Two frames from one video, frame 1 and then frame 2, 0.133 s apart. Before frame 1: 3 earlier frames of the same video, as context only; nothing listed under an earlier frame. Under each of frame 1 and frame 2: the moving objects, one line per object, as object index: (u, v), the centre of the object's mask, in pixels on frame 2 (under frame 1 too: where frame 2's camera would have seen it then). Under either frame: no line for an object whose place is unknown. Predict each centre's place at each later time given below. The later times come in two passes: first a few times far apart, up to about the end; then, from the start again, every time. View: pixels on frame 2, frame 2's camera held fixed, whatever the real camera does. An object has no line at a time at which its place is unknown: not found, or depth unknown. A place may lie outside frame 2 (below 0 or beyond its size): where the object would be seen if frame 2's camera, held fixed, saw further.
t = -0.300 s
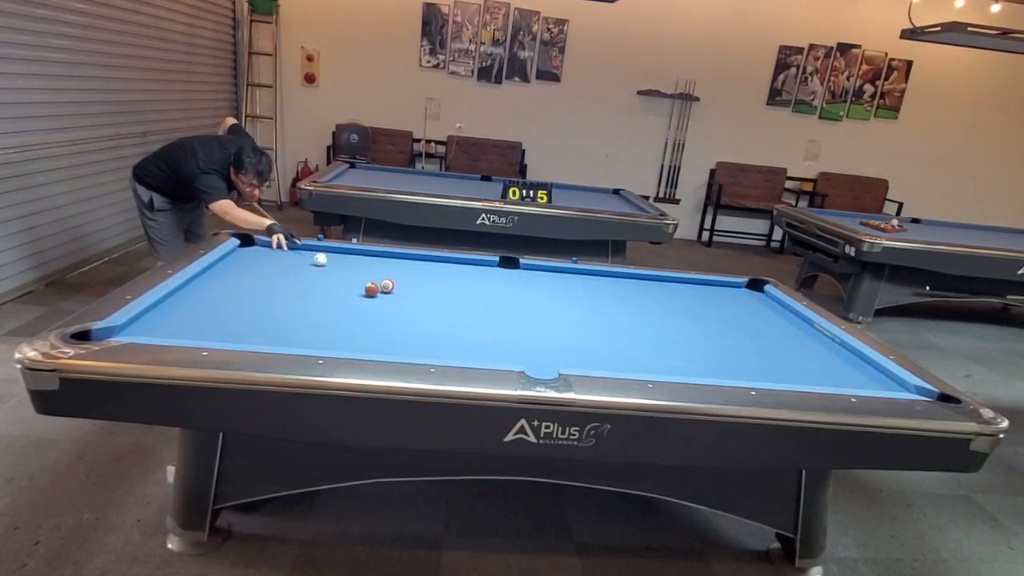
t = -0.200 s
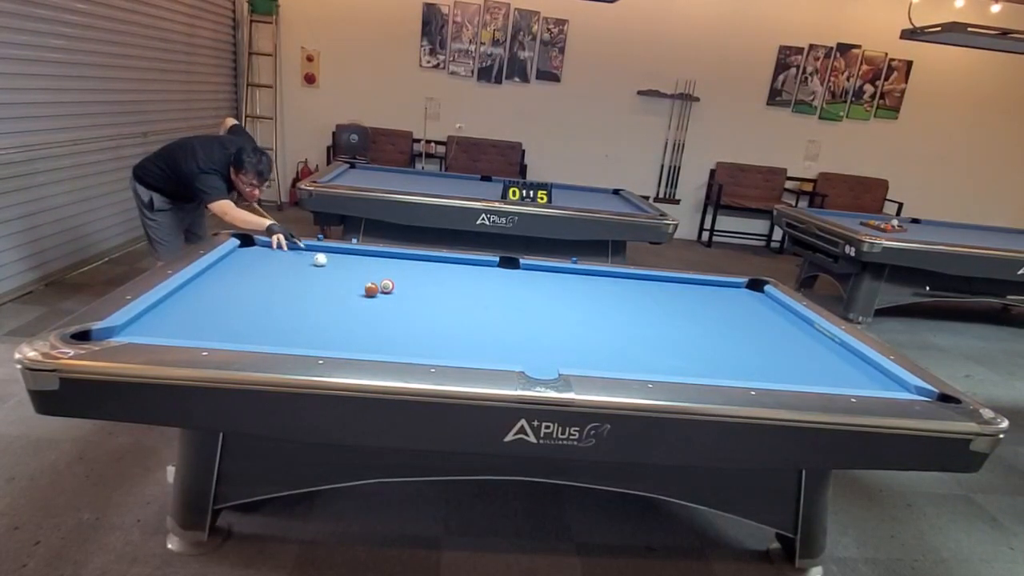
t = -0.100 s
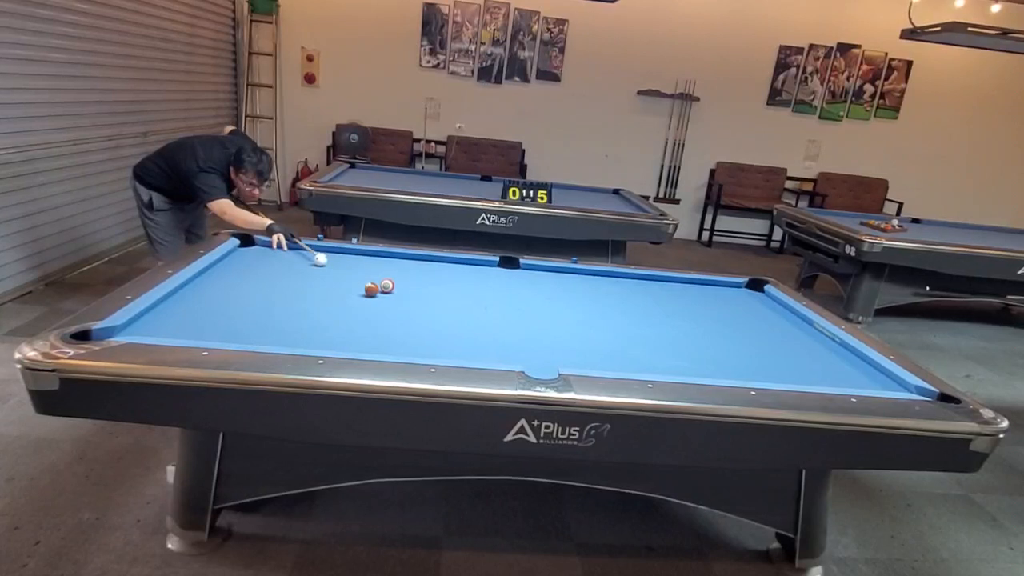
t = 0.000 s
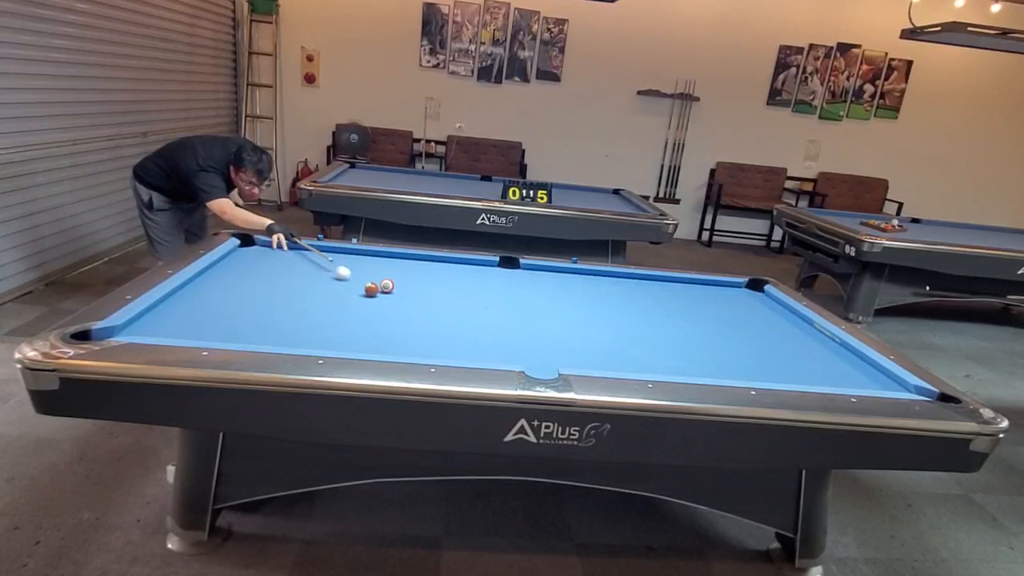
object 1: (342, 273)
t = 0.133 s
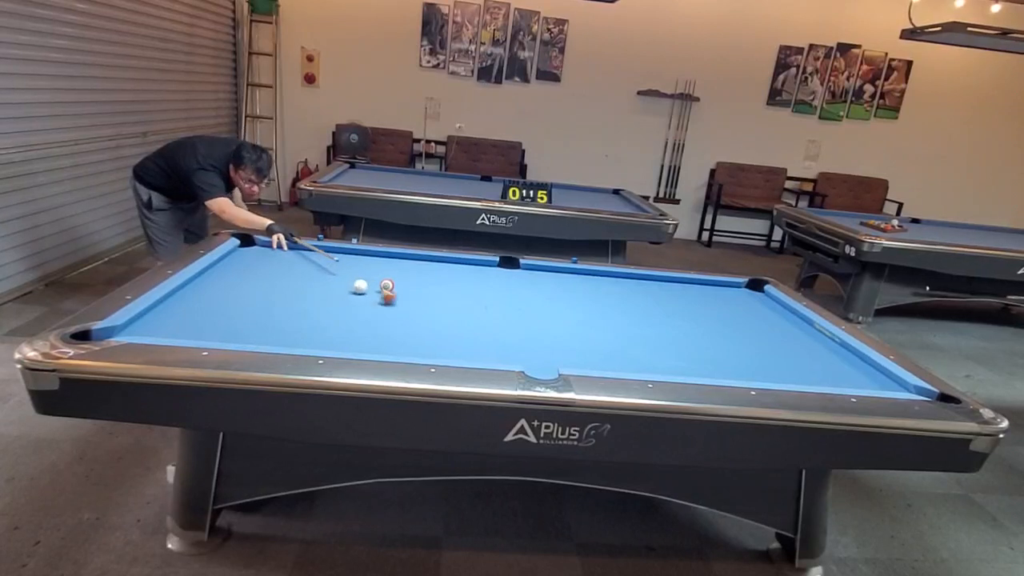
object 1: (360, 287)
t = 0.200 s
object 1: (358, 288)
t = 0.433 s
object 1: (362, 300)
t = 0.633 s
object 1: (367, 311)
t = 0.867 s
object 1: (374, 325)
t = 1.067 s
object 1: (380, 339)
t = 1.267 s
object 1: (388, 349)
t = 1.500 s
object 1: (397, 347)
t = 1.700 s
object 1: (404, 343)
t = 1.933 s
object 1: (411, 337)
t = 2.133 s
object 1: (417, 332)
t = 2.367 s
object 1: (423, 327)
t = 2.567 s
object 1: (429, 324)
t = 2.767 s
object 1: (432, 320)
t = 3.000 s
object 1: (436, 317)
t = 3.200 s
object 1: (440, 315)
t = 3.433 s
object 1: (443, 312)
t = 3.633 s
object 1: (446, 310)
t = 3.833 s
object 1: (448, 309)
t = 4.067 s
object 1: (450, 307)
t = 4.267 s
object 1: (451, 306)
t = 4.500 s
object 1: (452, 305)
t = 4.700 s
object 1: (453, 304)
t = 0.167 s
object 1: (359, 287)
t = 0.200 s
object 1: (358, 288)
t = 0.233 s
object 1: (358, 289)
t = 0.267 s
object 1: (358, 291)
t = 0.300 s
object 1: (359, 292)
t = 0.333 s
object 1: (360, 294)
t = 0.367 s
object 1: (361, 296)
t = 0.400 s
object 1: (361, 298)
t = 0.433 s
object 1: (362, 300)
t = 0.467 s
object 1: (363, 302)
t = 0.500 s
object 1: (363, 304)
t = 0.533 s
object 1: (364, 305)
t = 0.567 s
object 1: (365, 307)
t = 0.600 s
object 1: (366, 309)
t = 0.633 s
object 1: (367, 311)
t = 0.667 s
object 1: (368, 313)
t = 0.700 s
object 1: (369, 315)
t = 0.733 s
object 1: (370, 317)
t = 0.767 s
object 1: (371, 319)
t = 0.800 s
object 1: (371, 321)
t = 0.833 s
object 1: (372, 323)
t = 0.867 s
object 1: (374, 325)
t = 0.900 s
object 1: (375, 328)
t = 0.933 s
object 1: (376, 330)
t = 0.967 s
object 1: (377, 332)
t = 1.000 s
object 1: (378, 334)
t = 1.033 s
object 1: (379, 336)
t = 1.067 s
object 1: (380, 339)
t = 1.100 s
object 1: (381, 341)
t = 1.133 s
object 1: (382, 343)
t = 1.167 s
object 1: (384, 345)
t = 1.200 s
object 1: (385, 346)
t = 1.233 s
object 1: (386, 348)
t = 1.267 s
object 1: (388, 349)
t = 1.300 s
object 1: (389, 350)
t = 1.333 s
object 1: (390, 350)
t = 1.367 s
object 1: (392, 349)
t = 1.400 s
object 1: (393, 349)
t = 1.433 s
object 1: (394, 348)
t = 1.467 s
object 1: (396, 348)
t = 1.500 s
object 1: (397, 347)
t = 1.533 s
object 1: (398, 347)
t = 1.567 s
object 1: (399, 346)
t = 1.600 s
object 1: (400, 346)
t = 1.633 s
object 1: (401, 345)
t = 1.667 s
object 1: (403, 344)
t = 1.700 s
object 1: (404, 343)
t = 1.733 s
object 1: (405, 342)
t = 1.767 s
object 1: (406, 341)
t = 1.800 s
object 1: (407, 340)
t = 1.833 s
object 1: (408, 339)
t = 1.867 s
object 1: (409, 338)
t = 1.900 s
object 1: (410, 338)
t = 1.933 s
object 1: (411, 337)
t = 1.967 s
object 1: (412, 336)
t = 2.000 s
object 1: (413, 335)
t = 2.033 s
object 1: (414, 334)
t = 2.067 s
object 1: (415, 334)
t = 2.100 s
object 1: (416, 333)
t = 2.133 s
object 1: (417, 332)
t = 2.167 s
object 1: (418, 331)
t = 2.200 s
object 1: (419, 331)
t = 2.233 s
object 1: (420, 330)
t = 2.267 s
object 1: (421, 330)
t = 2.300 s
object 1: (422, 329)
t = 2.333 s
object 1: (422, 328)
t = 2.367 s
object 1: (423, 327)
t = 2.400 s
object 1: (424, 327)
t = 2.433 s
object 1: (425, 326)
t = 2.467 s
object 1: (426, 326)
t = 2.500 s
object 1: (427, 325)
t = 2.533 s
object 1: (428, 324)
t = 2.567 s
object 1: (429, 324)
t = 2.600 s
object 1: (429, 323)
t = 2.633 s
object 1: (430, 323)
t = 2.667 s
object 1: (430, 322)
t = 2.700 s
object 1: (431, 322)
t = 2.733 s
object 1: (432, 321)
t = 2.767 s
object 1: (432, 320)
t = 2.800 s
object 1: (433, 320)
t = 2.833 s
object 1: (434, 319)
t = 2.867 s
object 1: (434, 319)
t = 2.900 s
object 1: (435, 319)
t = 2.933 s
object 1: (435, 318)
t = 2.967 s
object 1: (436, 317)
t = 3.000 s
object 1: (436, 317)
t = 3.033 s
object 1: (437, 317)
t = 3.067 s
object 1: (438, 317)
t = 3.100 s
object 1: (439, 316)
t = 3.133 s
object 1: (439, 316)
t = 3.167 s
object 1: (439, 315)
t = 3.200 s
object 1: (440, 315)
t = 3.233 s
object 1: (440, 314)
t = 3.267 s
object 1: (441, 314)
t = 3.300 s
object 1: (441, 314)
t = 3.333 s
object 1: (442, 313)
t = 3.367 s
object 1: (442, 313)
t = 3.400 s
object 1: (443, 312)
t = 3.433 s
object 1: (443, 312)
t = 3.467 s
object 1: (444, 312)
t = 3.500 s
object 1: (444, 311)
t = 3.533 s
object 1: (444, 311)
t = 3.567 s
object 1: (445, 311)
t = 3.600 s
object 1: (445, 311)
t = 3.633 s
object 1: (446, 310)
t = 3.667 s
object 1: (446, 310)
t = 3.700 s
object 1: (446, 310)
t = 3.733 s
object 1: (447, 310)
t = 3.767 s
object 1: (447, 309)
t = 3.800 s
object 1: (448, 309)
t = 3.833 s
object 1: (448, 309)
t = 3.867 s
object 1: (448, 308)
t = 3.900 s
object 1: (449, 308)
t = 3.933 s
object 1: (449, 308)
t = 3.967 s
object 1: (449, 308)
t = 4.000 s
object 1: (449, 308)
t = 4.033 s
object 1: (449, 307)
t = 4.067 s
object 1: (450, 307)
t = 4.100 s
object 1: (450, 307)
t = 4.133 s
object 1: (450, 307)
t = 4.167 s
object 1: (451, 307)
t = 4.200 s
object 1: (451, 306)
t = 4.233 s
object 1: (451, 306)
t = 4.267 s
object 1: (451, 306)
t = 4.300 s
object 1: (451, 306)
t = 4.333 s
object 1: (451, 306)
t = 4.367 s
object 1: (451, 306)
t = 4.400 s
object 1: (452, 305)
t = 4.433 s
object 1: (452, 305)
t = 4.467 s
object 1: (452, 305)
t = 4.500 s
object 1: (452, 305)
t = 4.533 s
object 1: (452, 305)
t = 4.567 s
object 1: (452, 305)
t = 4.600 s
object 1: (452, 305)
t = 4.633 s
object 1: (452, 304)
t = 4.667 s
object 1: (452, 305)
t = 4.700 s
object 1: (453, 304)
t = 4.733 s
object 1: (453, 305)
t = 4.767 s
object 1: (453, 304)
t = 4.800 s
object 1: (453, 304)
